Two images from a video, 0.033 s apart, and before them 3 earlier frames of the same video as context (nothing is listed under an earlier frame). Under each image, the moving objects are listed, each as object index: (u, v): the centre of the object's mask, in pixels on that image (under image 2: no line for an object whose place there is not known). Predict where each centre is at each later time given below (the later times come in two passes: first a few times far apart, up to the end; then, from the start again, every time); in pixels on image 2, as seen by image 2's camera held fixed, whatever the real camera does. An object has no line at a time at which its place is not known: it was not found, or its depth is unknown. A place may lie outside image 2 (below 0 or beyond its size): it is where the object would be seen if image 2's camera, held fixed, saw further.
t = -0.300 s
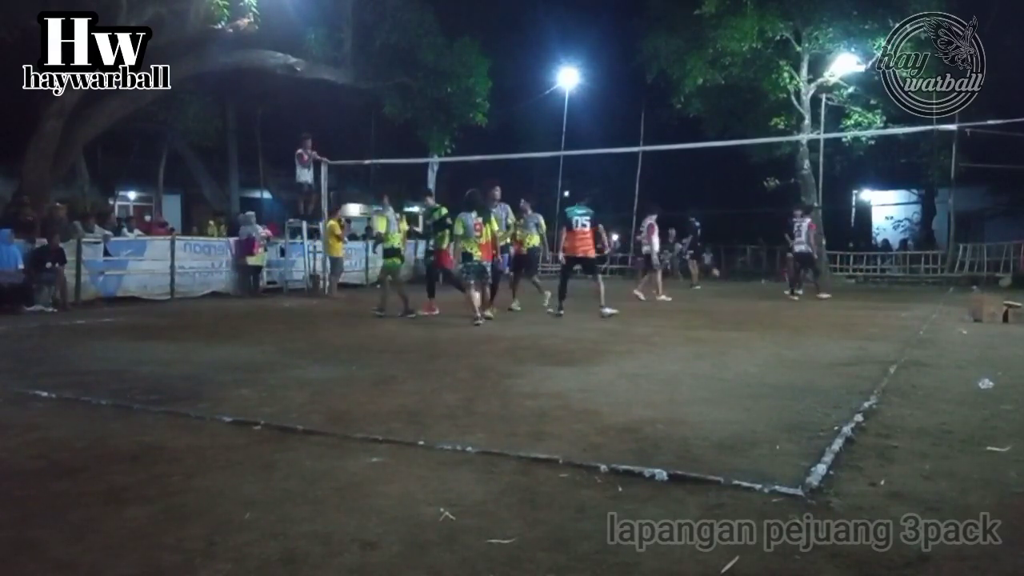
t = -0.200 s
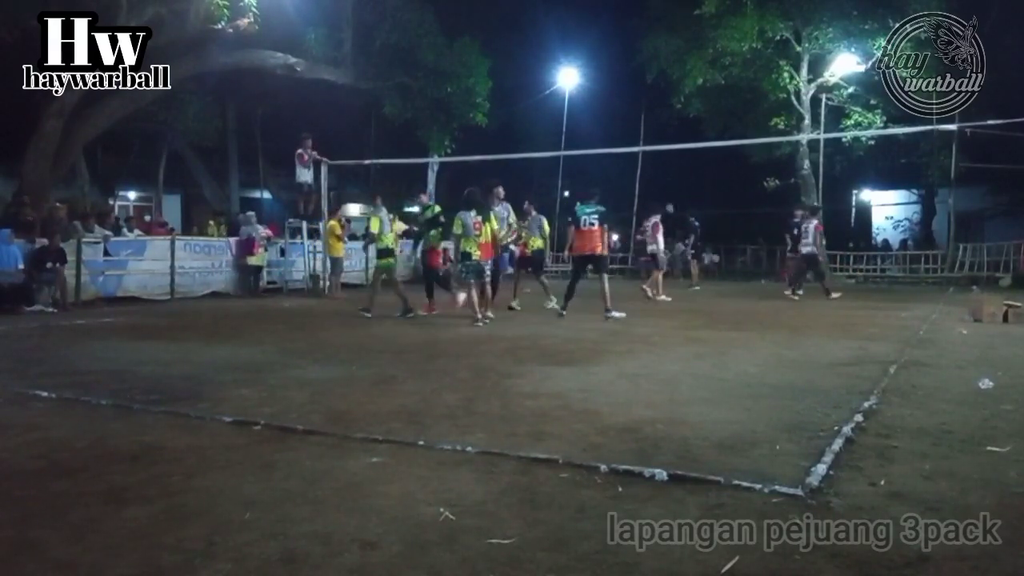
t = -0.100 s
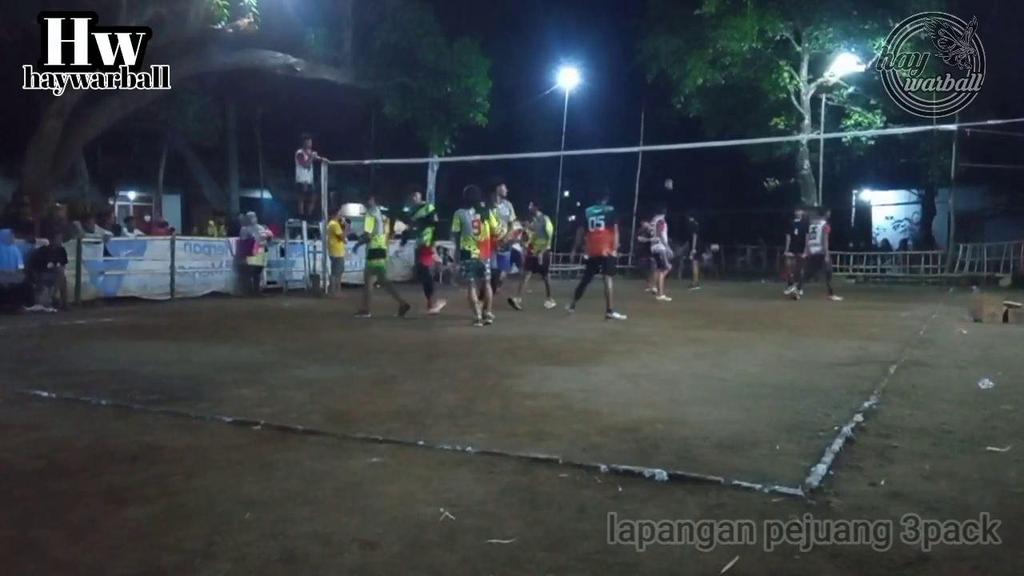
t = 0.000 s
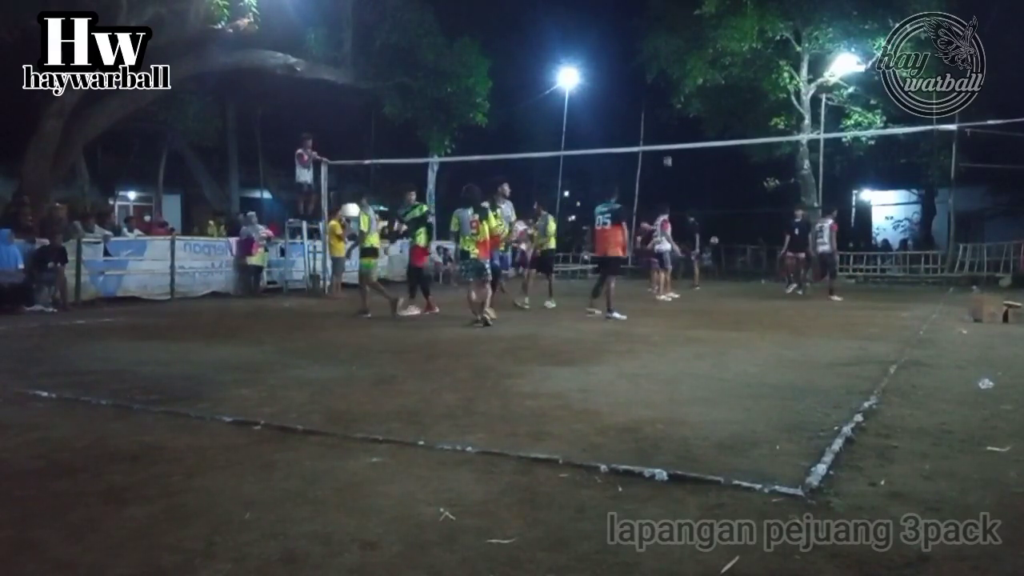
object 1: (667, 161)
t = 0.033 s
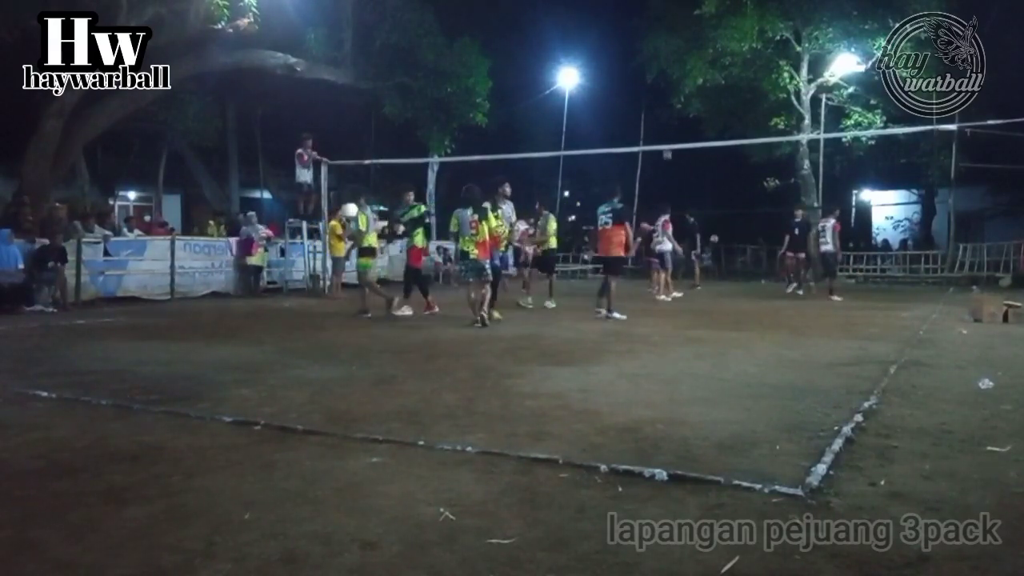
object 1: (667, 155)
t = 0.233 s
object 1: (664, 116)
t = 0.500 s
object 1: (659, 81)
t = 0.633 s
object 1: (656, 72)
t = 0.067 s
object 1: (667, 147)
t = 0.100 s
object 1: (666, 140)
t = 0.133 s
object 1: (666, 134)
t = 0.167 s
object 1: (665, 128)
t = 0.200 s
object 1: (664, 121)
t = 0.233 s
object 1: (664, 116)
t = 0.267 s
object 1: (663, 110)
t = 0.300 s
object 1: (662, 105)
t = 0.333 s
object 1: (662, 100)
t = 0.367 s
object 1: (661, 95)
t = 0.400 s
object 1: (661, 91)
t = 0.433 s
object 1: (660, 87)
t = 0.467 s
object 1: (659, 84)
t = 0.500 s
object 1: (659, 81)
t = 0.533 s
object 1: (658, 77)
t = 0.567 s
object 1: (657, 75)
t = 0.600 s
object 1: (657, 73)
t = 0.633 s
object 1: (656, 72)
